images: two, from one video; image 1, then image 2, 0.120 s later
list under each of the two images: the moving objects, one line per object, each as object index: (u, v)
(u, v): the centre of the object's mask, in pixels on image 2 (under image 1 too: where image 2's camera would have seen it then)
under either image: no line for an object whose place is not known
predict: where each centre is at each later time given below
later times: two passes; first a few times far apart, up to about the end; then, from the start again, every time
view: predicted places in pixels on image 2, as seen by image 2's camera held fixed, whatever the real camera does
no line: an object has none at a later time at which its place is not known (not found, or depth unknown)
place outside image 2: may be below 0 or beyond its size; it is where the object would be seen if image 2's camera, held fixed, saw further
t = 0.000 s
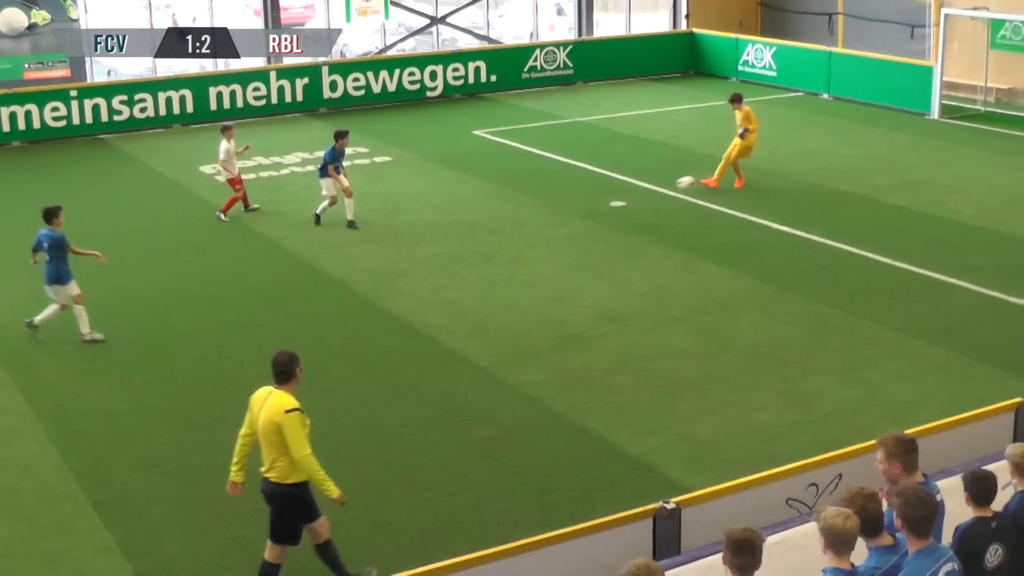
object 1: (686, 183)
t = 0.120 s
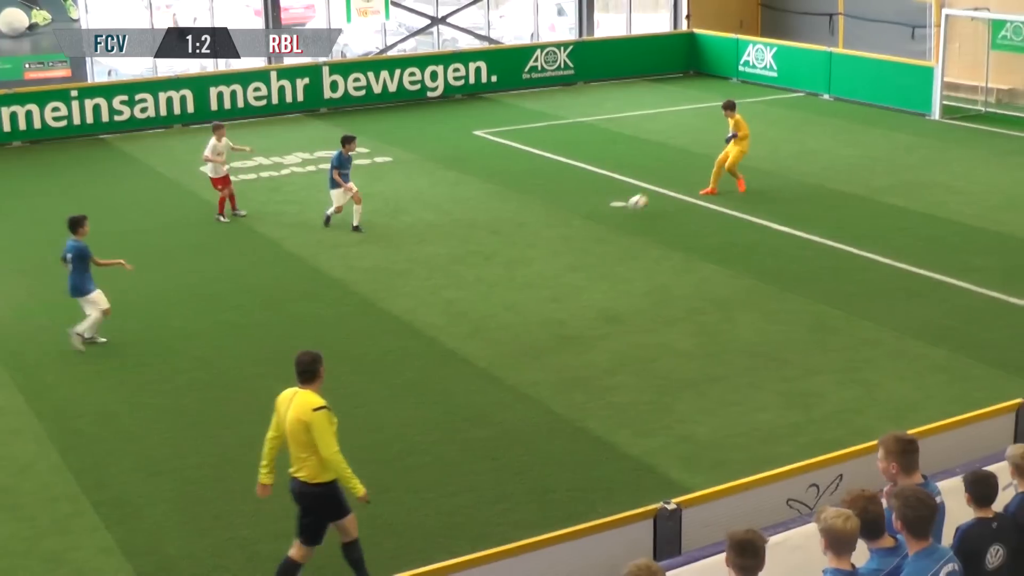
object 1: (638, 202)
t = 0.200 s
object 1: (603, 221)
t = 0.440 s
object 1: (511, 260)
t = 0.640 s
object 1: (443, 280)
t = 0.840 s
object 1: (374, 316)
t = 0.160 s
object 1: (620, 209)
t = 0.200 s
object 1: (603, 221)
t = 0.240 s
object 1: (587, 227)
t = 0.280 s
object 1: (573, 230)
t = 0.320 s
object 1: (558, 236)
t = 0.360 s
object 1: (543, 242)
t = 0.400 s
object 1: (527, 250)
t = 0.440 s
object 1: (511, 260)
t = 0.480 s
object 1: (498, 263)
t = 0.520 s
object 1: (484, 264)
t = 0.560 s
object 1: (471, 267)
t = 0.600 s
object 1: (457, 273)
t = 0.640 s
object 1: (443, 280)
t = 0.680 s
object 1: (429, 288)
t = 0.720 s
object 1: (415, 299)
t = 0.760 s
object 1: (400, 305)
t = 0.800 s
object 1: (387, 310)
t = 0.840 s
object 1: (374, 316)
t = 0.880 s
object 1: (360, 323)
